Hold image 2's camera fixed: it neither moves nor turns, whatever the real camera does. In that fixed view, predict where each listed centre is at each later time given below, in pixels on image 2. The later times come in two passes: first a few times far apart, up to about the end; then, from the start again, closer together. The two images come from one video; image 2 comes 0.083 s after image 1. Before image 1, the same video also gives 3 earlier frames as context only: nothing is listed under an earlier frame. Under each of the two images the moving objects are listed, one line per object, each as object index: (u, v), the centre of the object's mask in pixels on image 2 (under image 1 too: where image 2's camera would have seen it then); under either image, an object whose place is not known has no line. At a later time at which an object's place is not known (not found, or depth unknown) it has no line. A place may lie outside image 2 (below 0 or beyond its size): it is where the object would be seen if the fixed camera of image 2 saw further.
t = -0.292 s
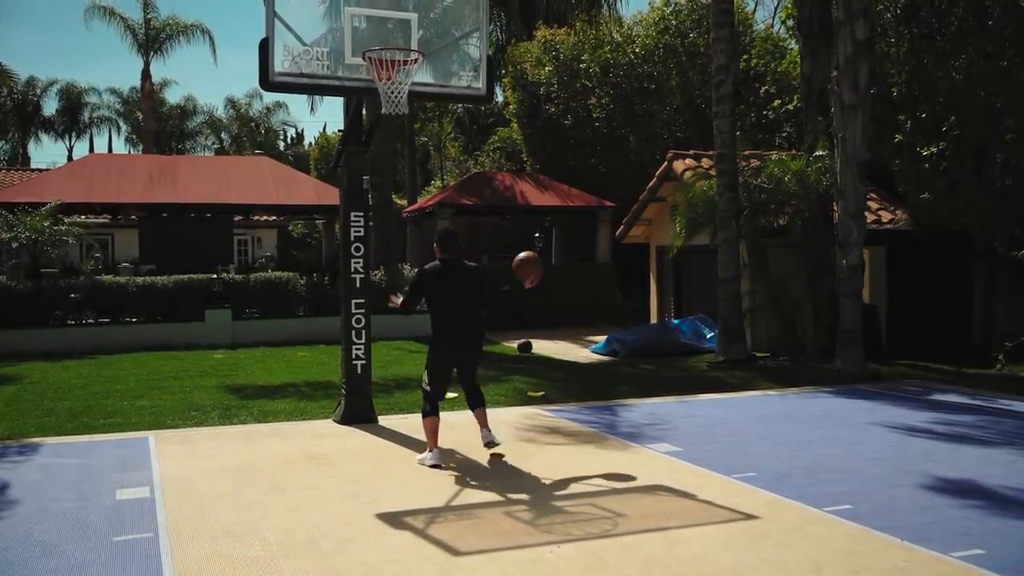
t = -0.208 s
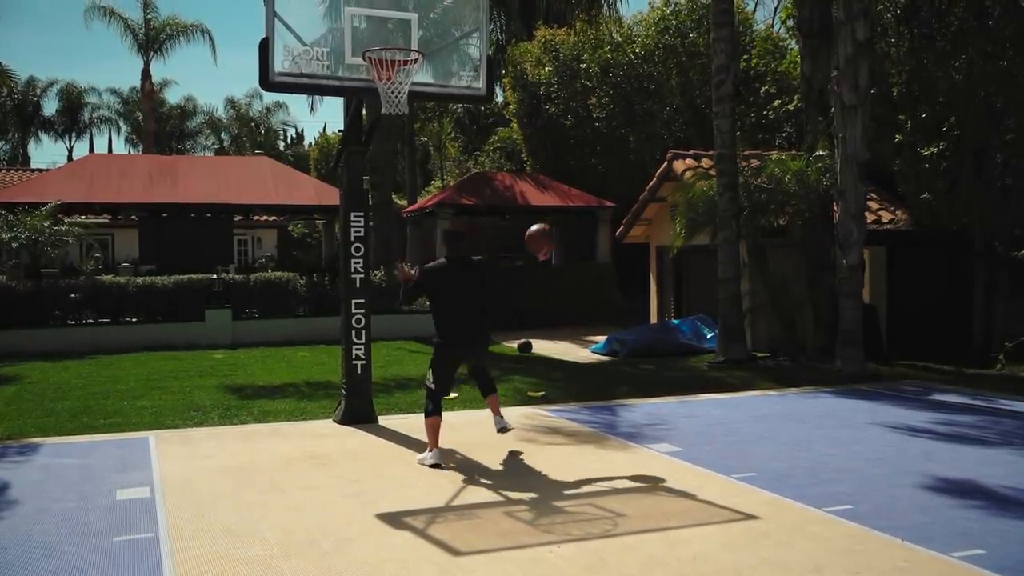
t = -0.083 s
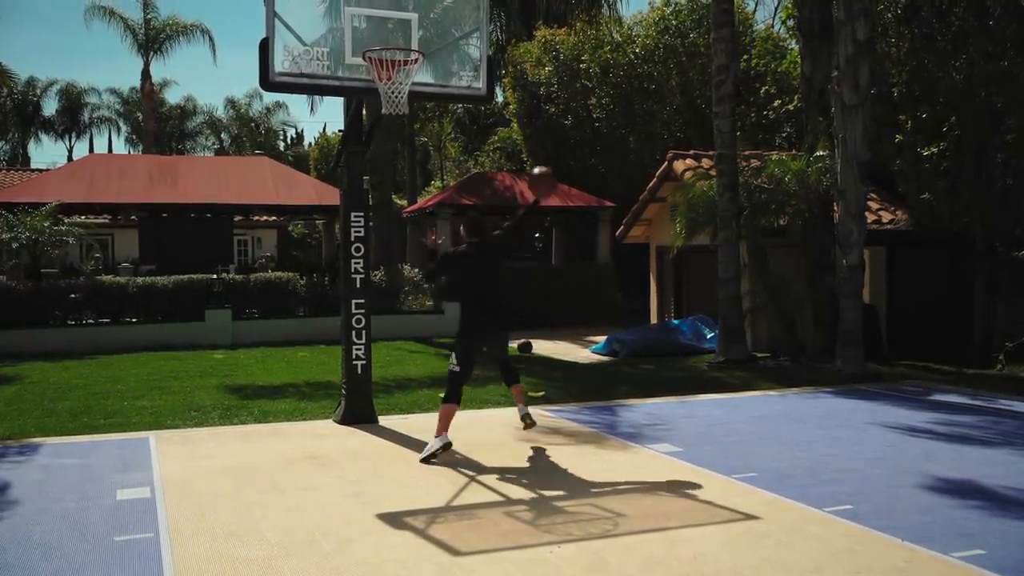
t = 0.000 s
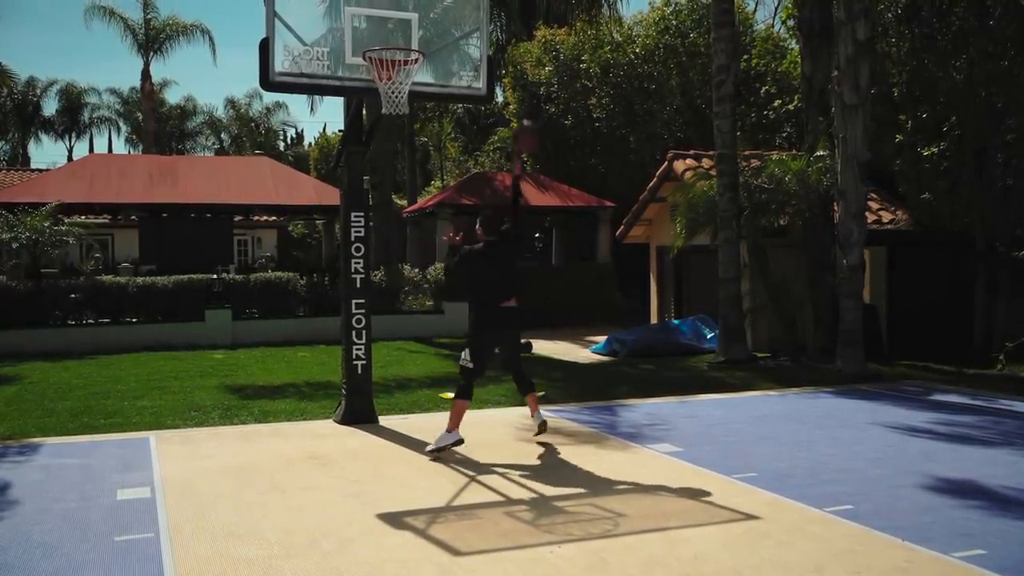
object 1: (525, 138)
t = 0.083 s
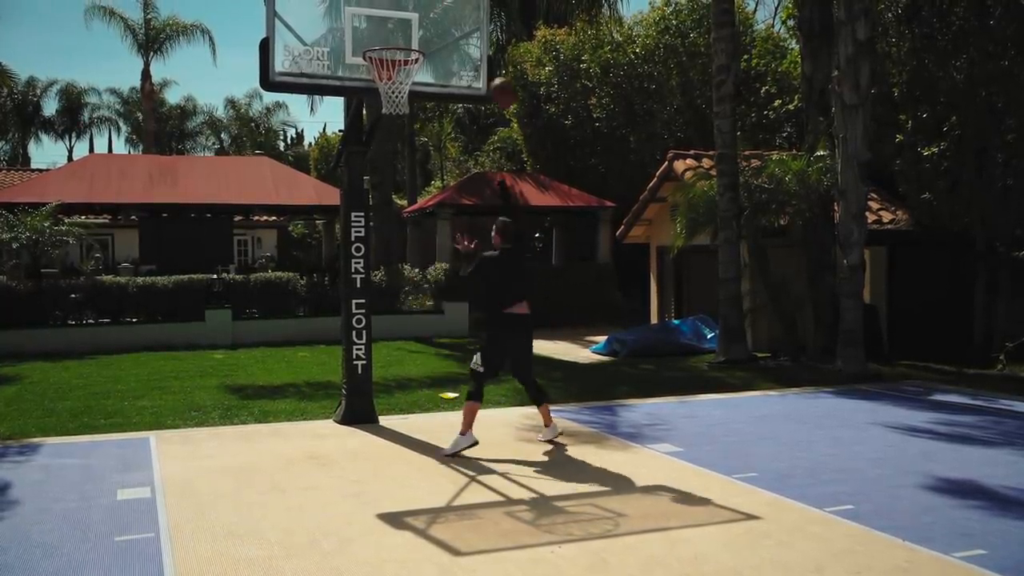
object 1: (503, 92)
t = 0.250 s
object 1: (460, 34)
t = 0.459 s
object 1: (438, 13)
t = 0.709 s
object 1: (412, 37)
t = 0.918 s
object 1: (388, 45)
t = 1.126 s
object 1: (381, 90)
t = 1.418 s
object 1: (390, 157)
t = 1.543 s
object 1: (397, 216)
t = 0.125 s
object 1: (495, 77)
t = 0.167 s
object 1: (482, 60)
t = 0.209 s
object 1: (473, 48)
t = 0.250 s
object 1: (460, 34)
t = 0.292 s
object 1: (456, 27)
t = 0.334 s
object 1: (450, 19)
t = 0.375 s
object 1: (447, 15)
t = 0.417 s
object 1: (442, 13)
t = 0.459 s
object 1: (438, 13)
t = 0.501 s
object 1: (434, 15)
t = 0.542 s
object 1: (430, 19)
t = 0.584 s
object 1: (424, 26)
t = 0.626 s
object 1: (421, 33)
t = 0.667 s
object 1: (416, 39)
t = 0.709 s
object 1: (412, 37)
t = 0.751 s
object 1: (407, 37)
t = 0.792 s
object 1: (403, 38)
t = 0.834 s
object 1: (398, 40)
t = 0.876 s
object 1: (395, 42)
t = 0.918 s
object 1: (388, 45)
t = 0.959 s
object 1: (390, 68)
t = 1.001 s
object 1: (375, 73)
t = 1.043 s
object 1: (376, 72)
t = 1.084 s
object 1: (381, 82)
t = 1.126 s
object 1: (381, 90)
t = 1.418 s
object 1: (390, 157)
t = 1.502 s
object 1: (391, 198)
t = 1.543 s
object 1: (397, 216)
